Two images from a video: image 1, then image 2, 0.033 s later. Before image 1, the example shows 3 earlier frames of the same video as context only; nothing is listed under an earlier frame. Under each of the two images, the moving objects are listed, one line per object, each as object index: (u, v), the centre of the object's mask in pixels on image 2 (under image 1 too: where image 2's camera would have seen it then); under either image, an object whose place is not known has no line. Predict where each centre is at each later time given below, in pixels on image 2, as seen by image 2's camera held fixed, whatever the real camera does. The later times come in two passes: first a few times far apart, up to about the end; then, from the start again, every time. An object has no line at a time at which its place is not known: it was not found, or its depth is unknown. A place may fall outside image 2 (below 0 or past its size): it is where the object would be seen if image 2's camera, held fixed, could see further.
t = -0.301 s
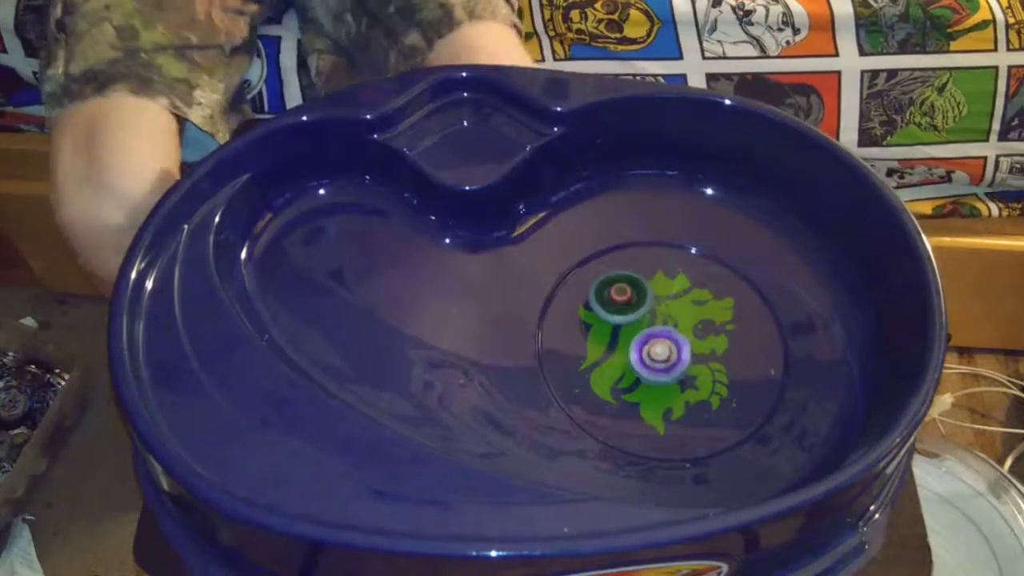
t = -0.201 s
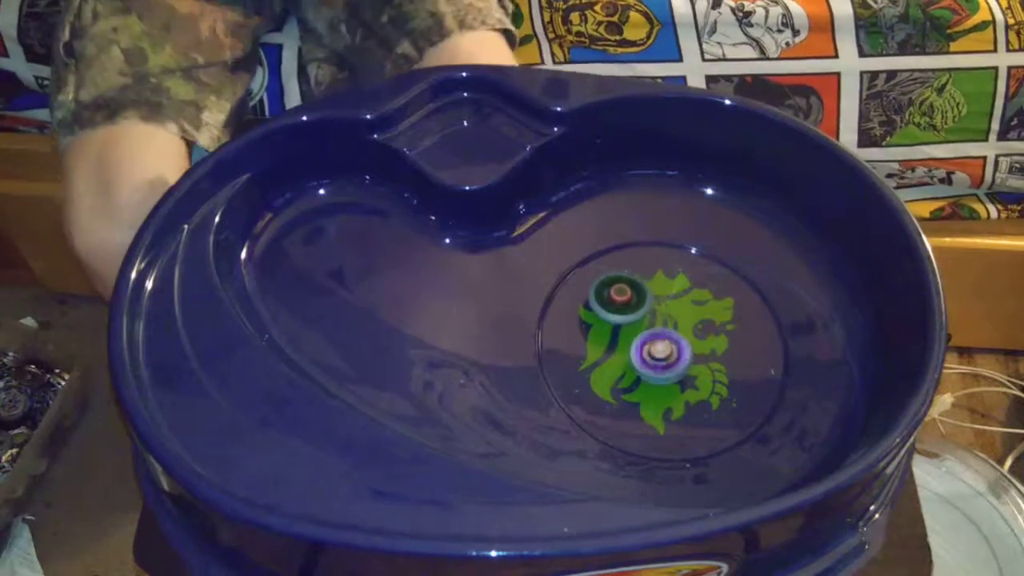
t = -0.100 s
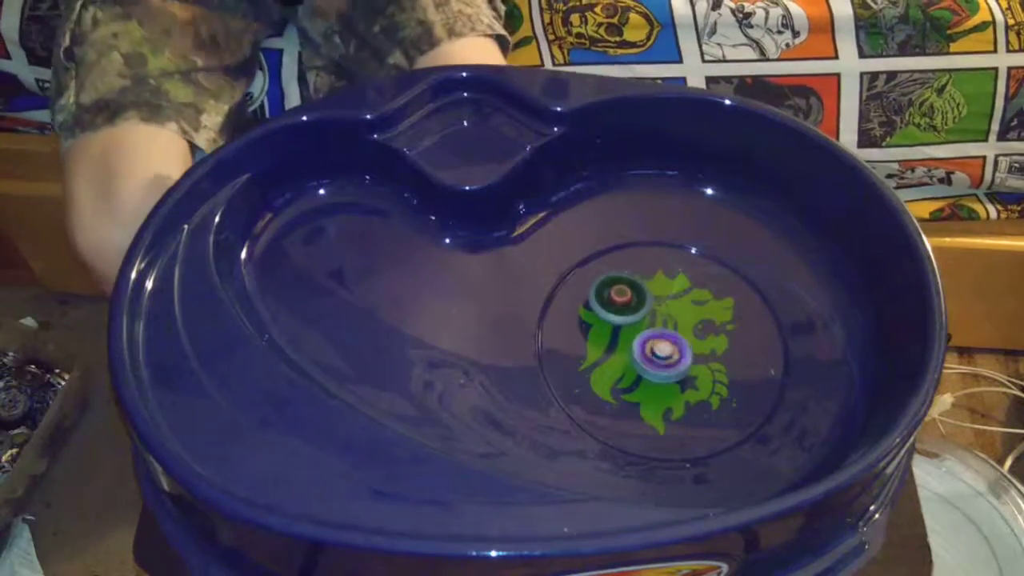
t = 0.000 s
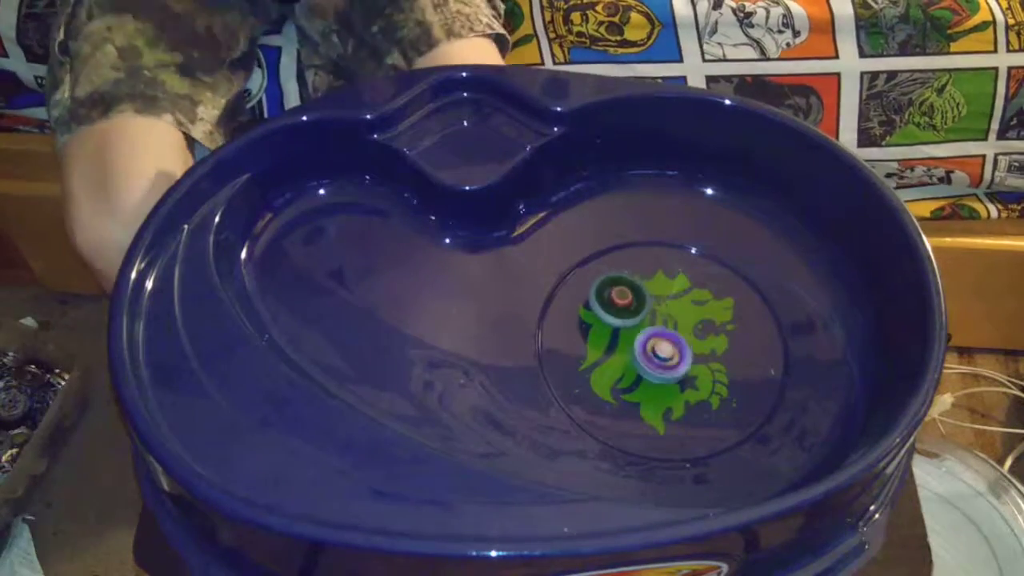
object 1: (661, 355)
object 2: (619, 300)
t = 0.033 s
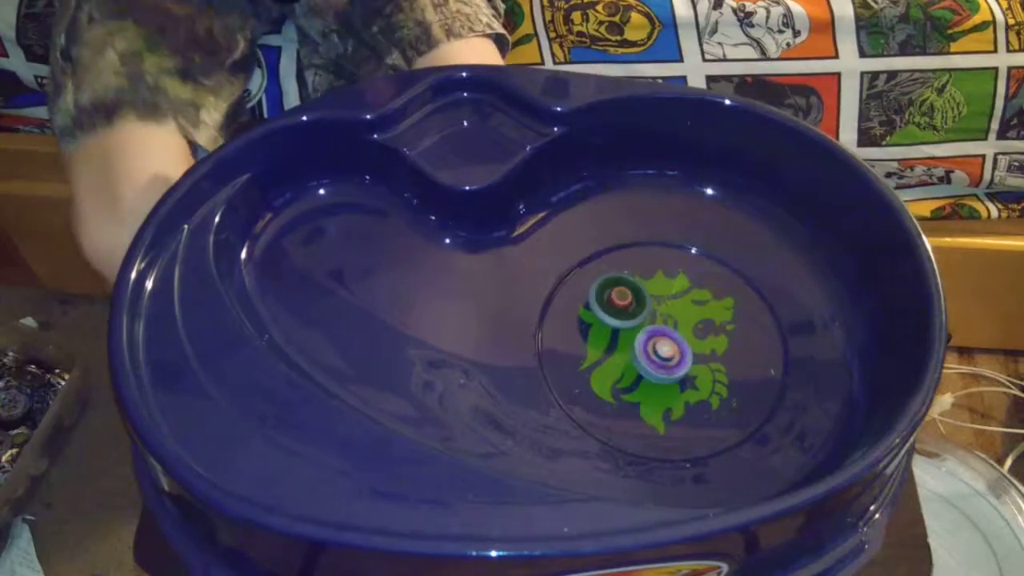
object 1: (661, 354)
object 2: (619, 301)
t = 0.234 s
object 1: (662, 353)
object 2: (616, 304)
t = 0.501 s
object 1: (664, 352)
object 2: (615, 304)
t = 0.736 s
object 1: (665, 351)
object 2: (613, 307)
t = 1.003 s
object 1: (665, 349)
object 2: (612, 311)
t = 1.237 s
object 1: (666, 349)
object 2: (610, 312)
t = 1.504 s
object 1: (667, 347)
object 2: (610, 314)
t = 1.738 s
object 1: (665, 349)
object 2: (610, 316)
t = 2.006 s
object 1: (668, 348)
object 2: (609, 319)
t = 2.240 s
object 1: (667, 348)
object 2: (607, 323)
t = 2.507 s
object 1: (671, 346)
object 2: (604, 322)
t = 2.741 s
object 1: (670, 347)
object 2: (607, 326)
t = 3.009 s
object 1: (668, 351)
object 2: (608, 329)
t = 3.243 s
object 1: (660, 346)
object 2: (598, 326)
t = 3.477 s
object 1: (673, 330)
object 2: (591, 327)
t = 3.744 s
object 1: (704, 333)
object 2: (589, 326)
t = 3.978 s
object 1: (692, 351)
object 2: (592, 328)
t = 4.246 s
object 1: (648, 347)
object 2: (582, 324)
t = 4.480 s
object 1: (654, 339)
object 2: (586, 330)
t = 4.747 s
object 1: (654, 350)
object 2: (589, 337)
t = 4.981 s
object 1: (634, 360)
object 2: (579, 334)
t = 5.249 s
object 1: (642, 367)
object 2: (600, 321)
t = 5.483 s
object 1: (642, 385)
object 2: (645, 332)
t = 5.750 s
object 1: (624, 379)
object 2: (680, 365)
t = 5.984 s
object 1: (611, 353)
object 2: (673, 380)
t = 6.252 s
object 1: (588, 350)
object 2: (658, 362)
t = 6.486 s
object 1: (594, 349)
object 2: (653, 329)
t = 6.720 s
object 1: (620, 360)
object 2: (629, 307)
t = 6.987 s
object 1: (615, 380)
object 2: (619, 328)
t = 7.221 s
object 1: (618, 377)
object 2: (646, 321)
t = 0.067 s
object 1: (662, 355)
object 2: (619, 301)
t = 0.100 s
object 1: (661, 354)
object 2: (619, 302)
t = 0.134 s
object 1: (662, 353)
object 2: (618, 303)
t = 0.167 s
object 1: (662, 354)
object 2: (617, 303)
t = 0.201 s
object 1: (662, 353)
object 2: (617, 303)
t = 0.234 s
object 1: (662, 353)
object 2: (616, 304)
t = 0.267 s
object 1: (662, 353)
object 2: (615, 304)
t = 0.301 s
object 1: (662, 352)
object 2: (615, 304)
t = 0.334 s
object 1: (663, 352)
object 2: (615, 304)
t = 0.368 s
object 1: (663, 353)
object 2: (615, 304)
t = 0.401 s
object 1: (663, 352)
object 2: (615, 304)
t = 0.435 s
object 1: (664, 353)
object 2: (615, 304)
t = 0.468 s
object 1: (664, 353)
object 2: (615, 304)
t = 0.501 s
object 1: (664, 352)
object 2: (615, 304)
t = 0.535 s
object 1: (665, 353)
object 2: (615, 305)
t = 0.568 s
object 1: (664, 353)
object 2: (614, 305)
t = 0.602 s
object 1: (665, 352)
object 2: (614, 305)
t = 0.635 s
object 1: (665, 352)
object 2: (614, 306)
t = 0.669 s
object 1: (664, 352)
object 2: (614, 306)
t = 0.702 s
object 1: (664, 351)
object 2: (614, 306)
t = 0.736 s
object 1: (665, 351)
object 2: (613, 307)
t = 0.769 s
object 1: (665, 351)
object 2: (614, 307)
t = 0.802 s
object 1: (665, 351)
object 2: (614, 308)
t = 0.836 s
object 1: (665, 350)
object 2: (614, 308)
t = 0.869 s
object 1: (665, 350)
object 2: (613, 309)
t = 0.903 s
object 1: (665, 350)
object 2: (613, 309)
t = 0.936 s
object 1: (665, 350)
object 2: (613, 310)
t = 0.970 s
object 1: (665, 350)
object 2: (613, 311)
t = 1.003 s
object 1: (665, 349)
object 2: (612, 311)
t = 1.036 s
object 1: (665, 349)
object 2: (612, 312)
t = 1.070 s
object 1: (665, 349)
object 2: (611, 312)
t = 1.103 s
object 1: (666, 349)
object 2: (611, 312)
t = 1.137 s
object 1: (666, 350)
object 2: (610, 312)
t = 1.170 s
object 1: (666, 349)
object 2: (610, 312)
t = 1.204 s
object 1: (666, 349)
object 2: (610, 312)
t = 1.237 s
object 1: (666, 349)
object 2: (610, 312)
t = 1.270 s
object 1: (666, 349)
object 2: (610, 312)
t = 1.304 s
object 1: (666, 349)
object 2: (610, 313)
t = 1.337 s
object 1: (666, 349)
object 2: (610, 313)
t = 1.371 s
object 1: (666, 348)
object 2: (610, 313)
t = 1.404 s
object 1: (666, 348)
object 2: (610, 313)
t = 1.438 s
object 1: (666, 348)
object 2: (610, 313)
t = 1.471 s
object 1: (666, 347)
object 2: (610, 313)
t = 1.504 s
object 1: (667, 347)
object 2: (610, 314)
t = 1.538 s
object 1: (666, 347)
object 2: (610, 314)
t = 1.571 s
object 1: (666, 347)
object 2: (610, 314)
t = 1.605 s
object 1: (667, 347)
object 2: (611, 314)
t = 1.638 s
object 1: (666, 347)
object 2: (611, 315)
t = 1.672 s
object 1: (667, 348)
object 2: (610, 314)
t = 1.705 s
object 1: (667, 349)
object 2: (610, 315)
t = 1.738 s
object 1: (665, 349)
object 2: (610, 316)
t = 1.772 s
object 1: (665, 348)
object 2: (610, 317)
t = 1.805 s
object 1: (666, 347)
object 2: (609, 317)
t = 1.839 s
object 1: (667, 347)
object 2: (609, 317)
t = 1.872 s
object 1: (668, 348)
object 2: (608, 317)
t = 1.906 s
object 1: (669, 348)
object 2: (608, 318)
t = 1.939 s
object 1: (668, 348)
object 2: (608, 318)
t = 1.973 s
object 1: (668, 348)
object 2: (608, 319)
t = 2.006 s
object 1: (668, 348)
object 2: (609, 319)
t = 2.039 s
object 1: (668, 348)
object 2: (608, 320)
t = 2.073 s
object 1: (669, 348)
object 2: (609, 322)
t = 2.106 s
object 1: (670, 349)
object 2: (608, 322)
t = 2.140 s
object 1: (669, 349)
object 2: (608, 322)
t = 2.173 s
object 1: (669, 348)
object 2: (608, 323)
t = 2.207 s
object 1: (669, 348)
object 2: (607, 323)
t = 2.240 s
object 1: (667, 348)
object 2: (607, 323)
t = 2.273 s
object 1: (667, 347)
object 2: (608, 323)
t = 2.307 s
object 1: (667, 346)
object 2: (608, 324)
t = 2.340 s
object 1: (667, 346)
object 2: (607, 324)
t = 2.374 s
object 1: (669, 346)
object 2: (606, 322)
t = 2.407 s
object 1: (671, 346)
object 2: (605, 322)
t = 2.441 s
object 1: (670, 346)
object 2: (604, 322)
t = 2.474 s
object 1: (670, 346)
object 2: (604, 322)
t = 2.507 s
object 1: (671, 346)
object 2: (604, 322)
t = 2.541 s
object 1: (671, 346)
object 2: (603, 323)
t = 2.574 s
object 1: (671, 346)
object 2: (603, 323)
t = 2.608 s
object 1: (672, 347)
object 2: (604, 323)
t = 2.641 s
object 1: (672, 347)
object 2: (605, 324)
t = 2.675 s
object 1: (671, 346)
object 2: (606, 325)
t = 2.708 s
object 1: (672, 346)
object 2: (606, 326)
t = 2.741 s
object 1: (670, 347)
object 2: (607, 326)
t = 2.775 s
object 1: (671, 347)
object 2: (606, 326)
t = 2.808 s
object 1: (670, 348)
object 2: (606, 325)
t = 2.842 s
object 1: (670, 349)
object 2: (607, 325)
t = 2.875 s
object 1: (670, 349)
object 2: (608, 326)
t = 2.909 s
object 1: (670, 350)
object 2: (608, 327)
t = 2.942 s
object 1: (669, 350)
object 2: (608, 328)
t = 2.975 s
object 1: (668, 351)
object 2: (608, 328)
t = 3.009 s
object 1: (668, 351)
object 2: (608, 329)
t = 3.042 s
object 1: (668, 352)
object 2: (607, 328)
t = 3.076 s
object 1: (667, 353)
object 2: (603, 327)
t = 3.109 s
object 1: (666, 353)
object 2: (601, 327)
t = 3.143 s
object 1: (664, 353)
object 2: (599, 327)
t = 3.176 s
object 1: (663, 350)
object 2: (598, 326)
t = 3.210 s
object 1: (661, 348)
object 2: (598, 326)
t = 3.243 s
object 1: (660, 346)
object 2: (598, 326)
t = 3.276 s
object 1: (659, 344)
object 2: (598, 327)
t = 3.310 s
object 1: (659, 341)
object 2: (598, 328)
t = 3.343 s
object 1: (659, 338)
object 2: (598, 328)
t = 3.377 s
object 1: (659, 336)
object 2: (598, 329)
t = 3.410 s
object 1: (661, 333)
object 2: (598, 329)
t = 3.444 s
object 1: (665, 331)
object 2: (598, 329)
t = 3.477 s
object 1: (673, 330)
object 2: (591, 327)
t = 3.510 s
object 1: (679, 327)
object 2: (589, 326)
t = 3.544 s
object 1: (685, 327)
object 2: (589, 325)
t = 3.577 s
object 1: (690, 326)
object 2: (589, 324)
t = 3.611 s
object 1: (695, 326)
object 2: (590, 324)
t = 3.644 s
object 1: (699, 326)
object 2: (591, 326)
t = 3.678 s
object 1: (702, 327)
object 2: (590, 326)
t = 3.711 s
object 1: (703, 330)
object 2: (589, 326)
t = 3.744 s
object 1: (704, 333)
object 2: (589, 326)
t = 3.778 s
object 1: (704, 335)
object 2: (589, 325)
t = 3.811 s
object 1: (705, 337)
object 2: (590, 325)
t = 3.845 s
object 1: (704, 340)
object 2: (591, 325)
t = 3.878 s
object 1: (703, 343)
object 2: (591, 326)
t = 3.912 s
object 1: (700, 346)
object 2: (592, 327)
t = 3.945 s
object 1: (697, 349)
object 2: (592, 327)
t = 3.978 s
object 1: (692, 351)
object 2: (592, 328)
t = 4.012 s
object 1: (687, 352)
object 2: (592, 328)
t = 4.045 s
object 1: (679, 353)
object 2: (592, 329)
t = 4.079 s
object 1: (672, 353)
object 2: (591, 329)
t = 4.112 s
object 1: (666, 353)
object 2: (591, 329)
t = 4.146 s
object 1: (659, 352)
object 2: (590, 330)
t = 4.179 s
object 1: (652, 351)
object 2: (590, 329)
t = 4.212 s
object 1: (651, 350)
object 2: (585, 327)
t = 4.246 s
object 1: (648, 347)
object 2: (582, 324)
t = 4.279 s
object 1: (646, 346)
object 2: (582, 323)
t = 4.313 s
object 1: (646, 344)
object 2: (584, 323)
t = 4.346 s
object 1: (646, 343)
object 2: (586, 324)
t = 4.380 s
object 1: (648, 341)
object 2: (586, 326)
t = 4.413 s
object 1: (650, 341)
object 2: (586, 328)
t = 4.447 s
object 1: (653, 340)
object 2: (587, 329)
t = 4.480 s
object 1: (654, 339)
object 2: (586, 330)
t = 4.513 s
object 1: (654, 339)
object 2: (586, 331)
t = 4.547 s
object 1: (654, 340)
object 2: (587, 331)
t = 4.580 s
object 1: (655, 341)
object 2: (589, 332)
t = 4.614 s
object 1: (657, 342)
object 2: (591, 334)
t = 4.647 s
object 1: (656, 342)
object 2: (593, 336)
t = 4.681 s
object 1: (655, 343)
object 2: (595, 338)
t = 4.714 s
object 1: (654, 346)
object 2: (592, 337)
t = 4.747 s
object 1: (654, 350)
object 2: (589, 337)
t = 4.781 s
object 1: (653, 355)
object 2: (586, 336)
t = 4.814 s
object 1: (651, 359)
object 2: (582, 334)
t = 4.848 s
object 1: (648, 363)
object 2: (579, 335)
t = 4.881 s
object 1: (646, 363)
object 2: (578, 334)
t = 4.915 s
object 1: (643, 363)
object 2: (578, 334)
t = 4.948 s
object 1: (637, 362)
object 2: (578, 334)
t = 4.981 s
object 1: (634, 360)
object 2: (579, 334)
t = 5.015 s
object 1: (634, 361)
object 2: (578, 331)
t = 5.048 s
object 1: (635, 361)
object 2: (578, 330)
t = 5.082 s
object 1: (635, 360)
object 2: (581, 328)
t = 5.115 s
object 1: (634, 359)
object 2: (583, 326)
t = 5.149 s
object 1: (635, 360)
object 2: (586, 324)
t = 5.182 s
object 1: (639, 363)
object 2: (589, 322)
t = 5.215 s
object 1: (641, 365)
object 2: (594, 321)
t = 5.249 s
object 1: (642, 367)
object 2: (600, 321)
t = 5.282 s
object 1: (644, 370)
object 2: (607, 322)
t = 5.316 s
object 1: (645, 372)
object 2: (614, 322)
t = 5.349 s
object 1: (646, 375)
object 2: (620, 324)
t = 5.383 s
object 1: (646, 378)
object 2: (627, 324)
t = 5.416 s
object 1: (645, 381)
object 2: (632, 325)
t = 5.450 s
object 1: (644, 383)
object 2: (639, 328)
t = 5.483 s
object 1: (642, 385)
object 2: (645, 332)
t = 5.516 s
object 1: (639, 386)
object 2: (651, 337)
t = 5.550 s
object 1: (638, 387)
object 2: (657, 341)
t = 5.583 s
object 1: (634, 387)
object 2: (662, 344)
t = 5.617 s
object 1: (632, 387)
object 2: (667, 348)
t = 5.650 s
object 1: (629, 387)
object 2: (673, 353)
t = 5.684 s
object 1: (626, 385)
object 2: (675, 357)
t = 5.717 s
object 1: (626, 383)
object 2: (678, 361)
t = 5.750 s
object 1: (624, 379)
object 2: (680, 365)
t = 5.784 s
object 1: (624, 375)
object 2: (683, 368)
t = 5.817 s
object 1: (622, 372)
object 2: (685, 373)
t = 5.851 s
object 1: (620, 367)
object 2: (683, 378)
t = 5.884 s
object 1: (619, 364)
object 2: (682, 381)
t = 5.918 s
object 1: (616, 360)
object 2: (679, 382)
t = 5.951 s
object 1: (614, 357)
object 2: (677, 381)
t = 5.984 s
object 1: (611, 353)
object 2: (673, 380)
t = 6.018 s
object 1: (608, 351)
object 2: (670, 381)
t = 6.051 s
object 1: (602, 350)
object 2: (667, 380)
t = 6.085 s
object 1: (598, 349)
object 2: (663, 378)
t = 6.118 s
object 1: (595, 349)
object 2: (663, 376)
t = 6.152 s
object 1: (592, 349)
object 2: (661, 373)
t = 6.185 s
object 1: (590, 350)
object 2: (659, 369)
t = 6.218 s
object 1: (589, 350)
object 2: (658, 365)
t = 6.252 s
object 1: (588, 350)
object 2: (658, 362)
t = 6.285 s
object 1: (587, 350)
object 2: (656, 357)
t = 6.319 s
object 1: (588, 350)
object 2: (656, 352)
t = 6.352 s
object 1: (587, 350)
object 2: (656, 348)
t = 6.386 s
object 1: (589, 350)
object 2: (656, 344)
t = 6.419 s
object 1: (590, 349)
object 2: (655, 339)
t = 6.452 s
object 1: (592, 349)
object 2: (654, 334)
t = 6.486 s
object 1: (594, 349)
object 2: (653, 329)
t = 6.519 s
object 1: (597, 349)
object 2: (652, 325)
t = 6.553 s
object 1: (600, 348)
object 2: (649, 320)
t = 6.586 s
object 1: (605, 349)
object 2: (643, 316)
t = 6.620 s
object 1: (609, 351)
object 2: (641, 313)
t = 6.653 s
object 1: (614, 354)
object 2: (637, 310)
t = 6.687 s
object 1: (616, 356)
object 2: (634, 308)
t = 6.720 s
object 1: (620, 360)
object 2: (629, 307)
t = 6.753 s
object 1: (621, 363)
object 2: (625, 308)
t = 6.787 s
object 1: (622, 366)
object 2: (619, 309)
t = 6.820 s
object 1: (621, 370)
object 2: (616, 313)
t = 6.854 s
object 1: (620, 373)
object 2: (614, 316)
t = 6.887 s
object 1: (619, 375)
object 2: (613, 319)
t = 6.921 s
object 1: (617, 378)
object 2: (612, 323)
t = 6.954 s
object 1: (616, 379)
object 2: (614, 325)
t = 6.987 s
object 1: (615, 380)
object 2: (619, 328)
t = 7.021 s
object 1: (614, 381)
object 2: (623, 329)
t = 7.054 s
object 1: (614, 381)
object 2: (633, 332)
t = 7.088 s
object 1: (614, 380)
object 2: (637, 331)
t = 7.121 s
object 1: (615, 380)
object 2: (641, 331)
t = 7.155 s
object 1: (616, 380)
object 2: (644, 329)
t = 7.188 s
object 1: (617, 379)
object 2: (646, 324)
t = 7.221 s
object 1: (618, 377)
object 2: (646, 321)
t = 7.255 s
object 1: (619, 375)
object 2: (643, 318)
